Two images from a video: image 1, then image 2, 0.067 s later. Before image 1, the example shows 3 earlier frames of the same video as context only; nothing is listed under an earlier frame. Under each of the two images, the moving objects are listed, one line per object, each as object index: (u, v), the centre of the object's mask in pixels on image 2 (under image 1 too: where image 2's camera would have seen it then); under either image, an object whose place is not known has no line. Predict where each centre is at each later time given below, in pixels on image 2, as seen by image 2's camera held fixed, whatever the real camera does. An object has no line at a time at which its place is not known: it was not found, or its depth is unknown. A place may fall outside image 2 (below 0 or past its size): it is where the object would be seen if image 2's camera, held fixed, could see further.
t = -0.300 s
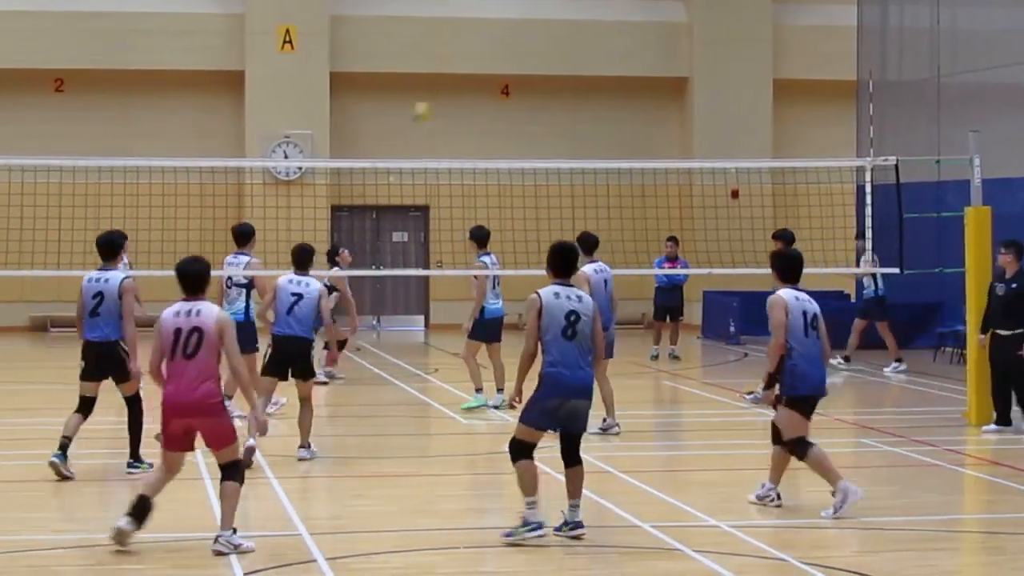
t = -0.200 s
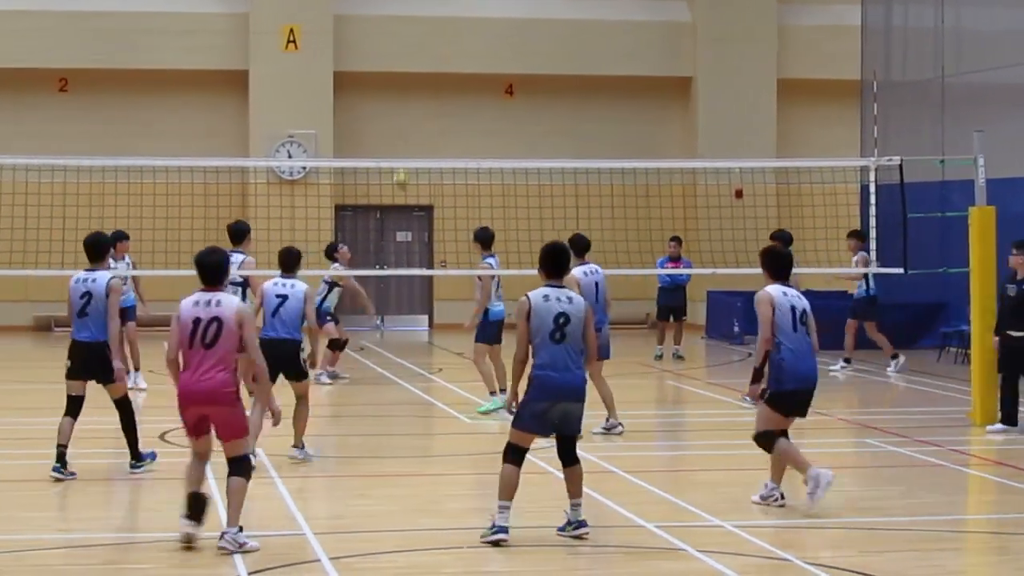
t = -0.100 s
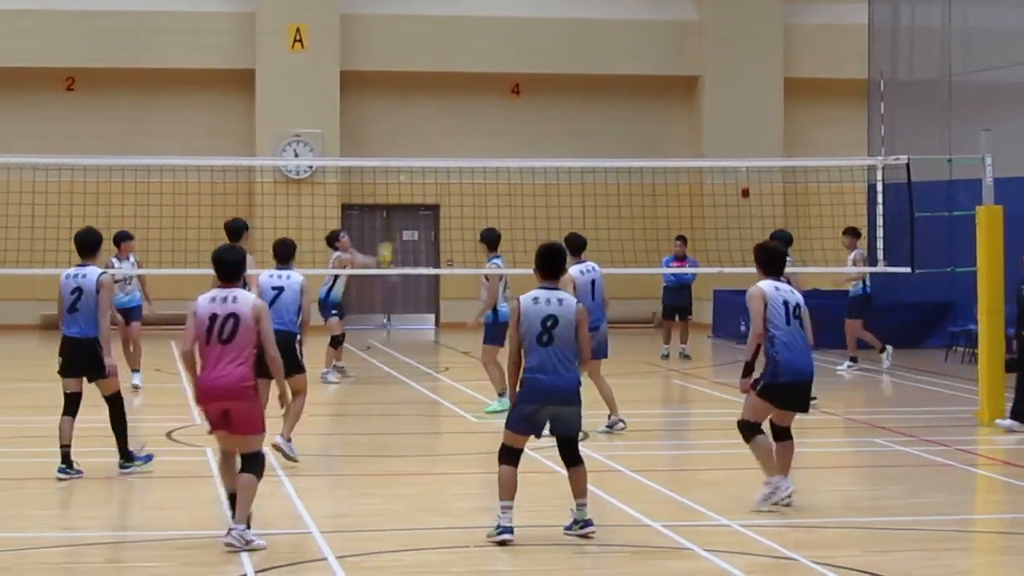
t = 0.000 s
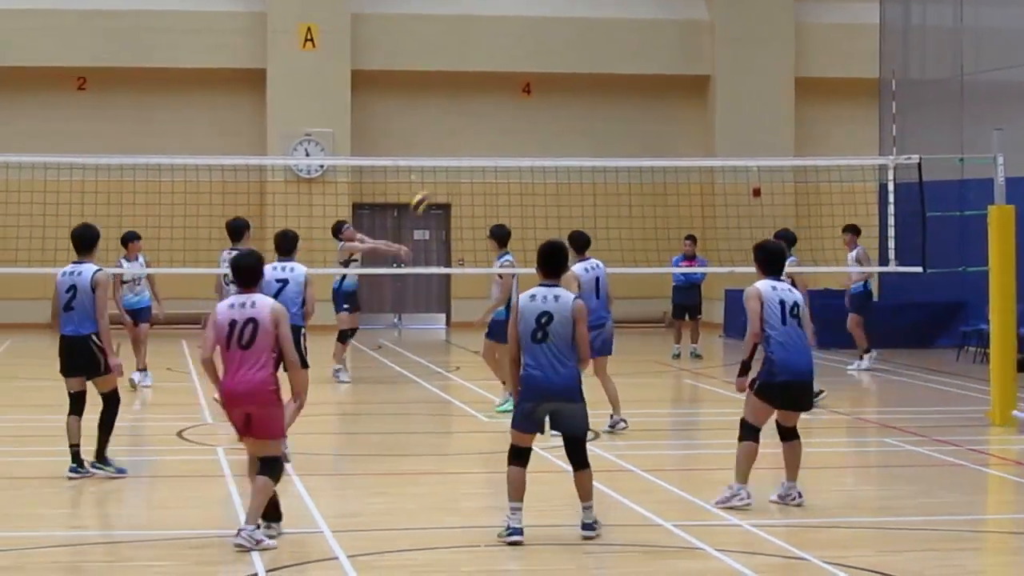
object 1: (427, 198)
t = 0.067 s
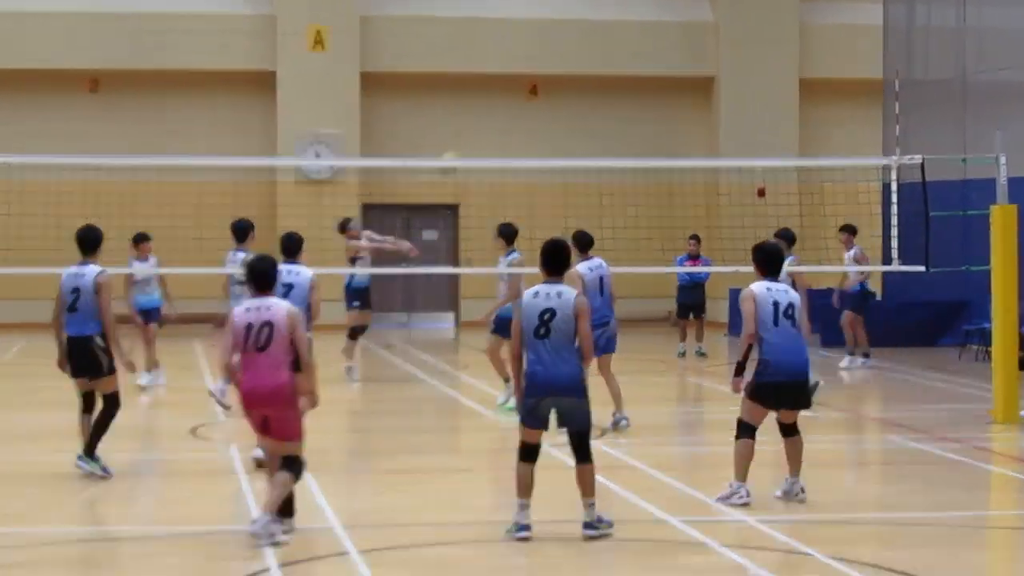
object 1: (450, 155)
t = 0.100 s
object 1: (461, 144)
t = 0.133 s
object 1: (474, 129)
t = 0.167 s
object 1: (484, 113)
